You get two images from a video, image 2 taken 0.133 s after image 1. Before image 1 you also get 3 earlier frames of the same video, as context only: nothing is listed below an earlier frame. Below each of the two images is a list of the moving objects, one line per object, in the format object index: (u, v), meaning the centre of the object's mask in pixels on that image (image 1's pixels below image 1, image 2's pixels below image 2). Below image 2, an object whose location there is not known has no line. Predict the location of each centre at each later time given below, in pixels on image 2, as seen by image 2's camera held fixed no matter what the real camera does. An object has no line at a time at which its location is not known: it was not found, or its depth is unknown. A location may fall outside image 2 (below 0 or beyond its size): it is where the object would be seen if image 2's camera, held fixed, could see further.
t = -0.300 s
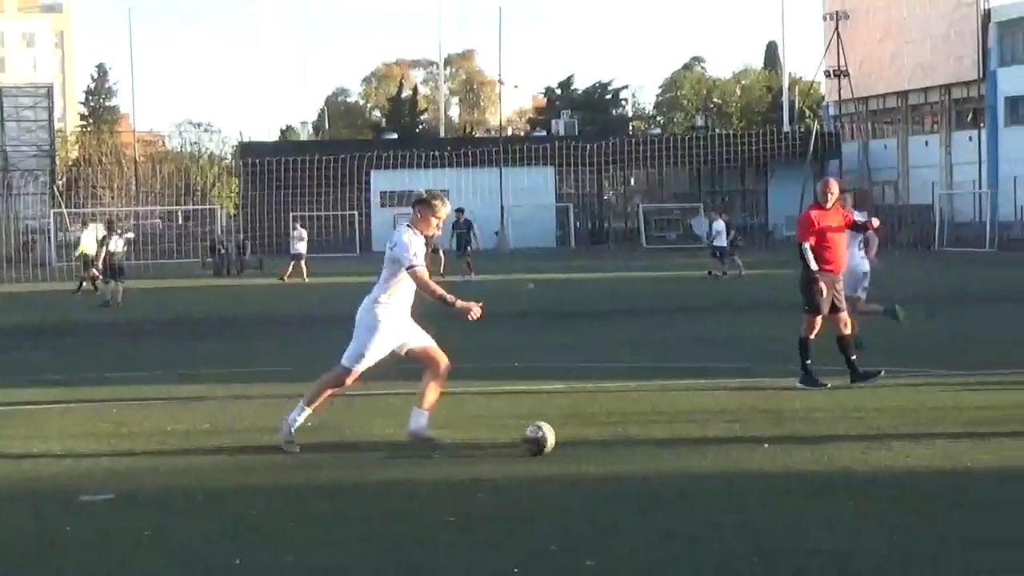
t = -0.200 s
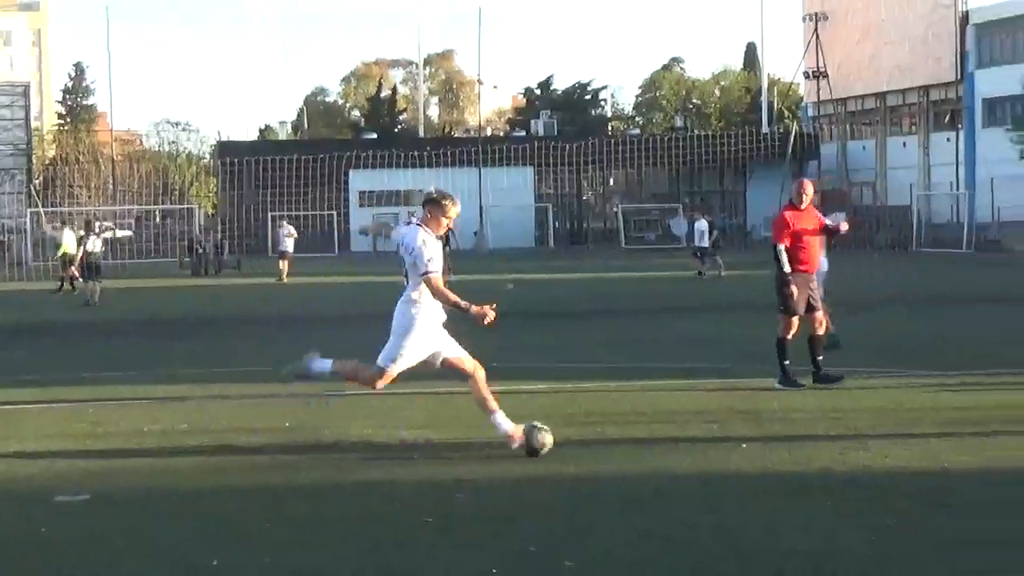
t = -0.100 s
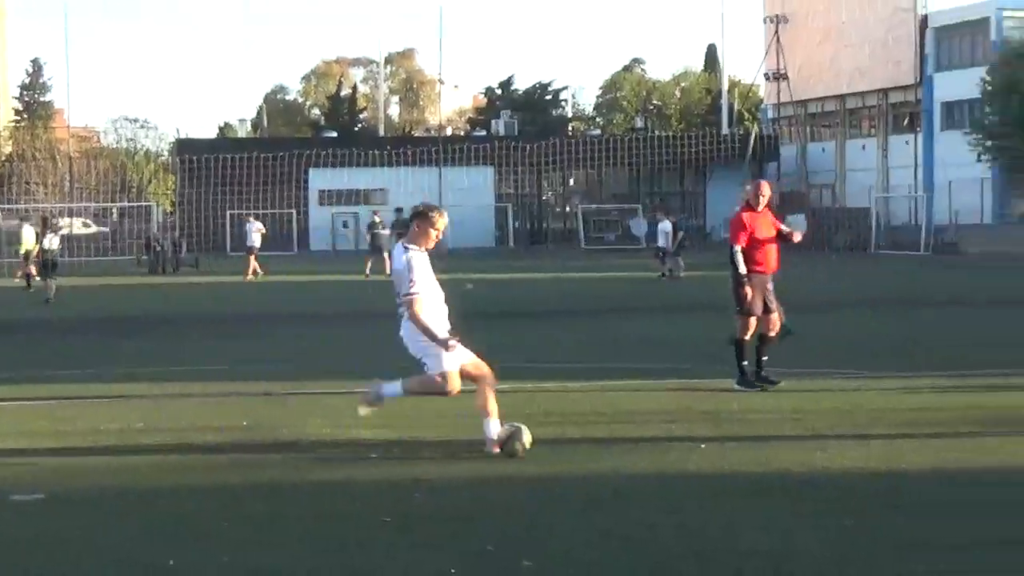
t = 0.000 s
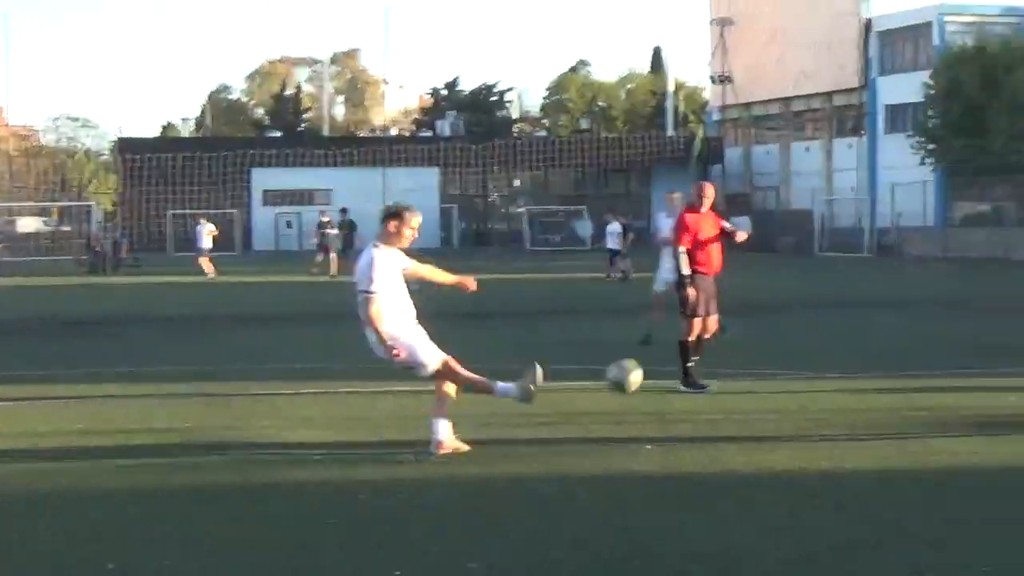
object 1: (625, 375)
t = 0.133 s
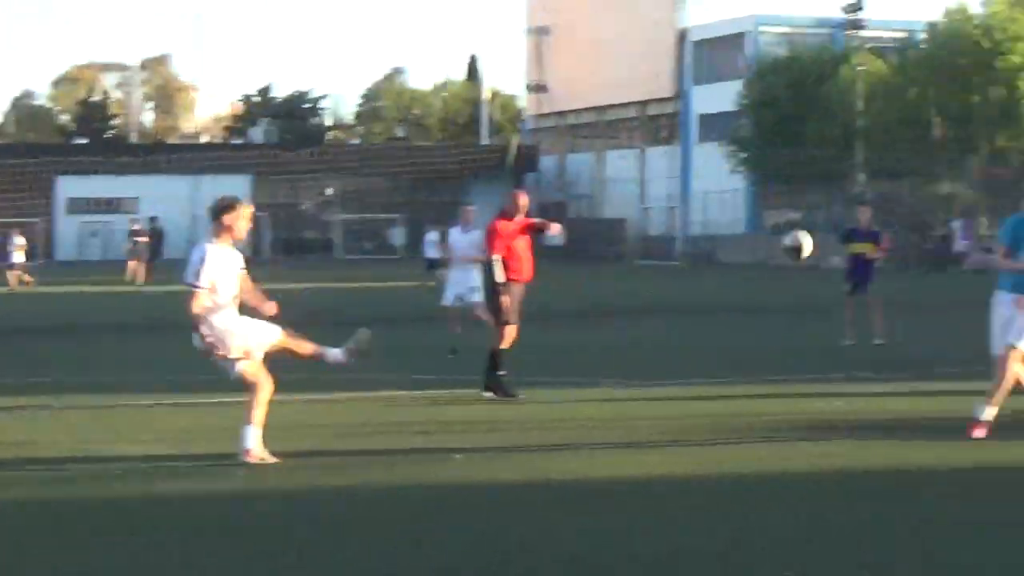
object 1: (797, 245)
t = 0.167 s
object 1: (874, 216)
